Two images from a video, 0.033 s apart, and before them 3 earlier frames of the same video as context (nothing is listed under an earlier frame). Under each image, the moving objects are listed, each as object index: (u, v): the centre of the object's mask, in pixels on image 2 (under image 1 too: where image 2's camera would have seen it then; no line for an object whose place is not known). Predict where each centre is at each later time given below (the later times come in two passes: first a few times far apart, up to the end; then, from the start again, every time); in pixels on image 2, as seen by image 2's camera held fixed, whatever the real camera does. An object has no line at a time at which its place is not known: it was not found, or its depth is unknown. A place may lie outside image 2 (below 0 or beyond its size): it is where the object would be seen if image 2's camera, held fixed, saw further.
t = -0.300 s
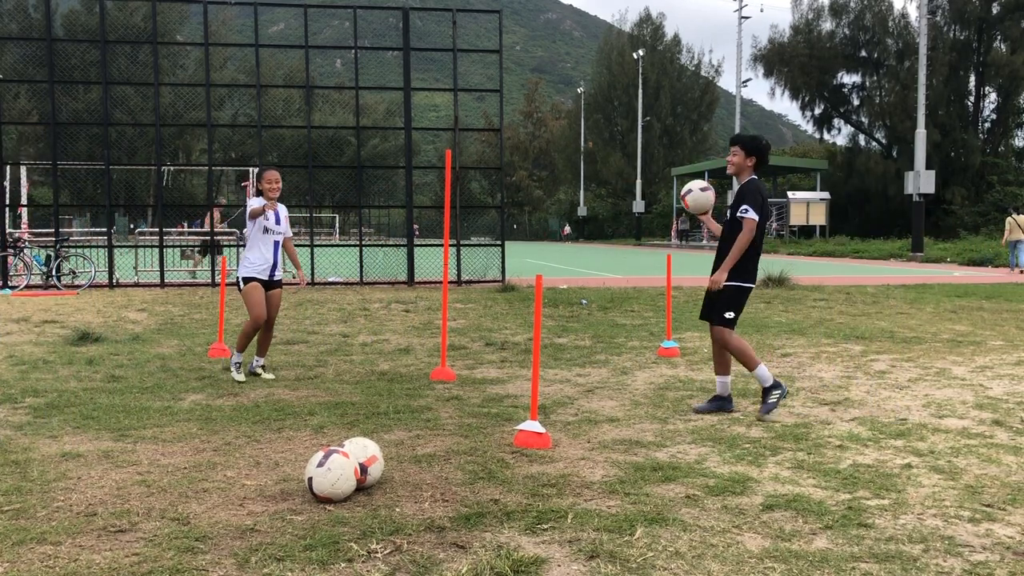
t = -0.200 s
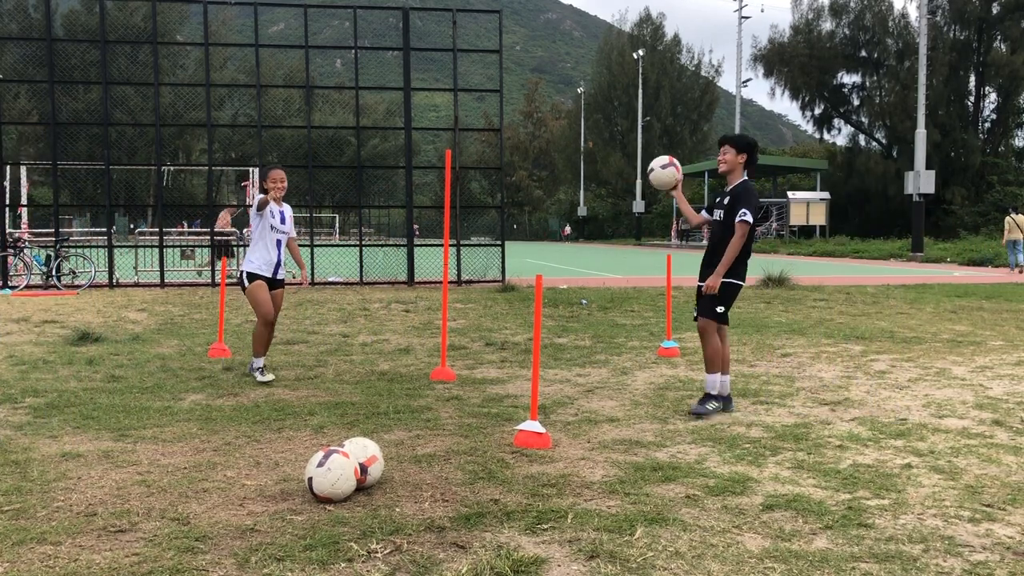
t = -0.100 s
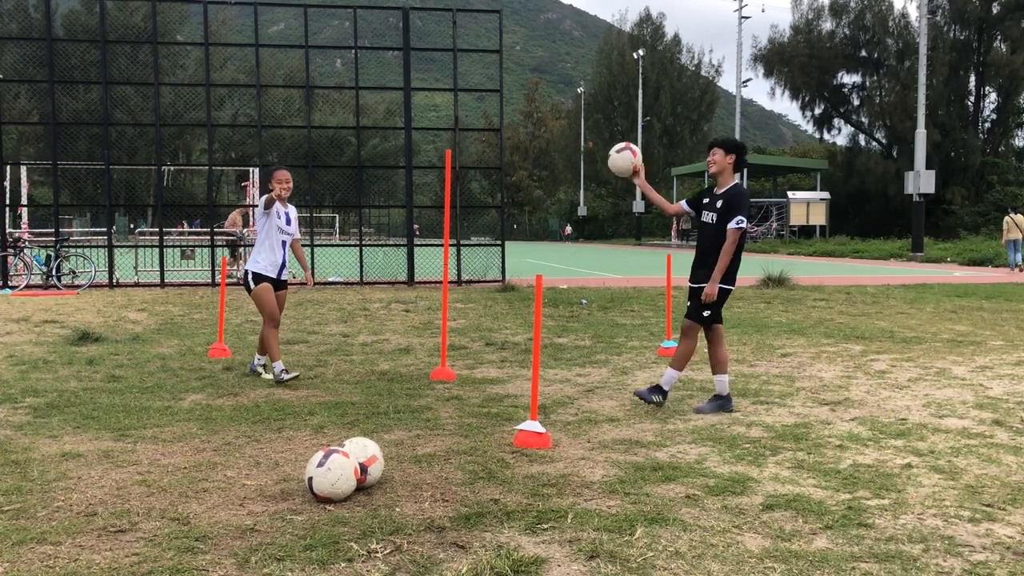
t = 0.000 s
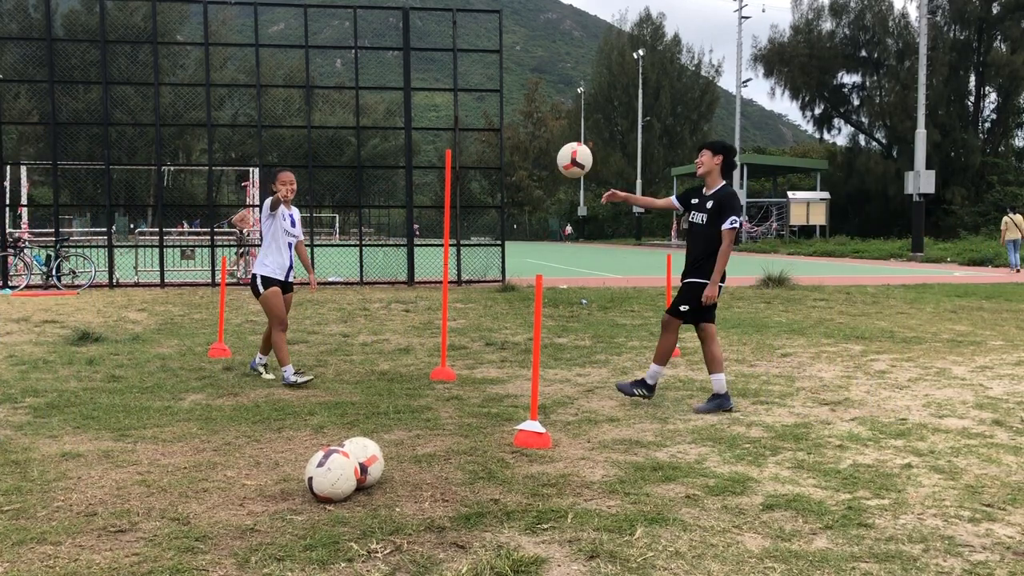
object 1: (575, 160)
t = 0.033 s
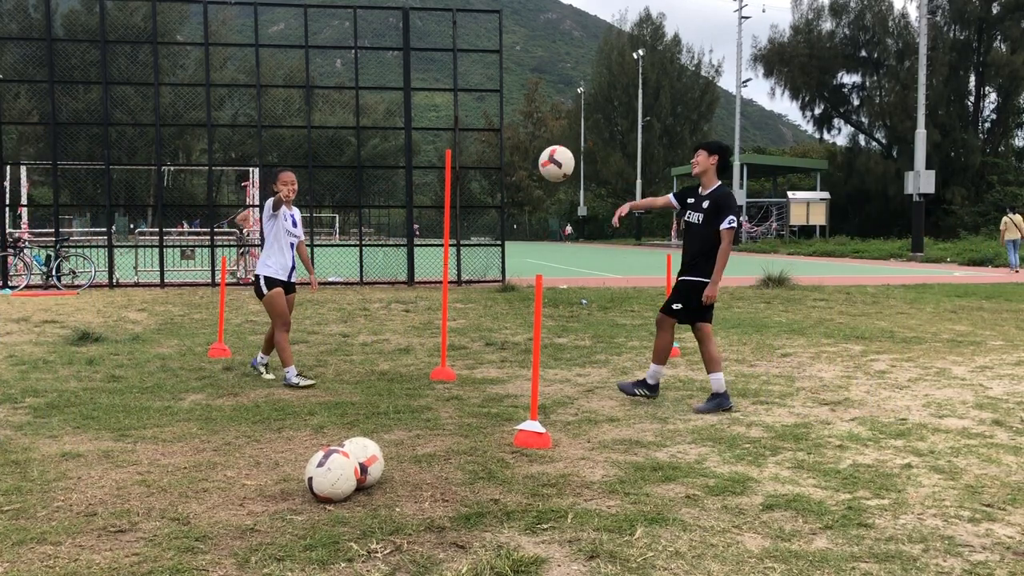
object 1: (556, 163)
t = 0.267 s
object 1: (418, 242)
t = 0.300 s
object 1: (396, 263)
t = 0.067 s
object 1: (538, 169)
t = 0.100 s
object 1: (519, 176)
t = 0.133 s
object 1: (500, 185)
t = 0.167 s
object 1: (480, 196)
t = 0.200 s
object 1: (459, 209)
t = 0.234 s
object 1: (439, 224)
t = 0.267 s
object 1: (418, 242)
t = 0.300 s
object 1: (396, 263)
